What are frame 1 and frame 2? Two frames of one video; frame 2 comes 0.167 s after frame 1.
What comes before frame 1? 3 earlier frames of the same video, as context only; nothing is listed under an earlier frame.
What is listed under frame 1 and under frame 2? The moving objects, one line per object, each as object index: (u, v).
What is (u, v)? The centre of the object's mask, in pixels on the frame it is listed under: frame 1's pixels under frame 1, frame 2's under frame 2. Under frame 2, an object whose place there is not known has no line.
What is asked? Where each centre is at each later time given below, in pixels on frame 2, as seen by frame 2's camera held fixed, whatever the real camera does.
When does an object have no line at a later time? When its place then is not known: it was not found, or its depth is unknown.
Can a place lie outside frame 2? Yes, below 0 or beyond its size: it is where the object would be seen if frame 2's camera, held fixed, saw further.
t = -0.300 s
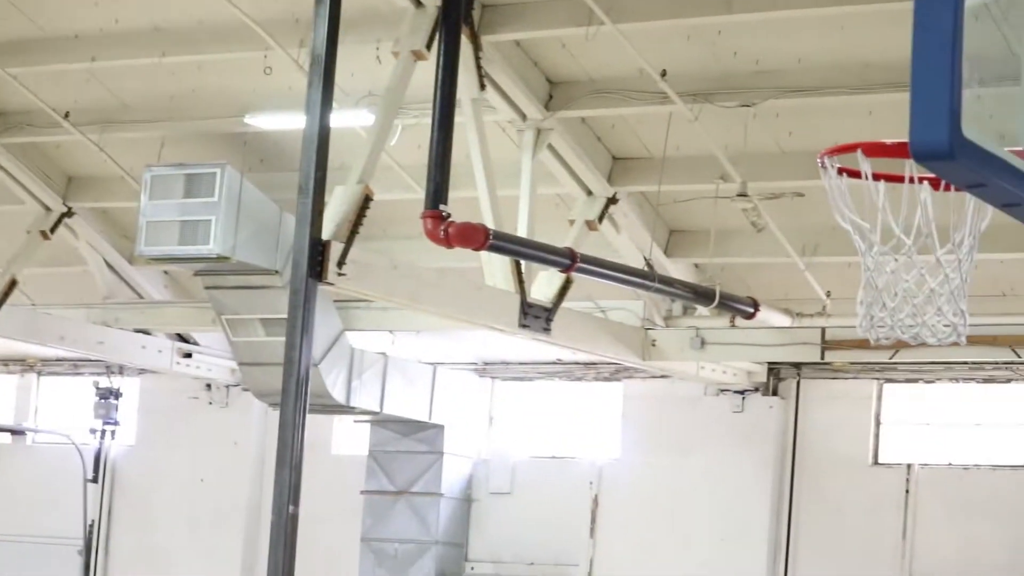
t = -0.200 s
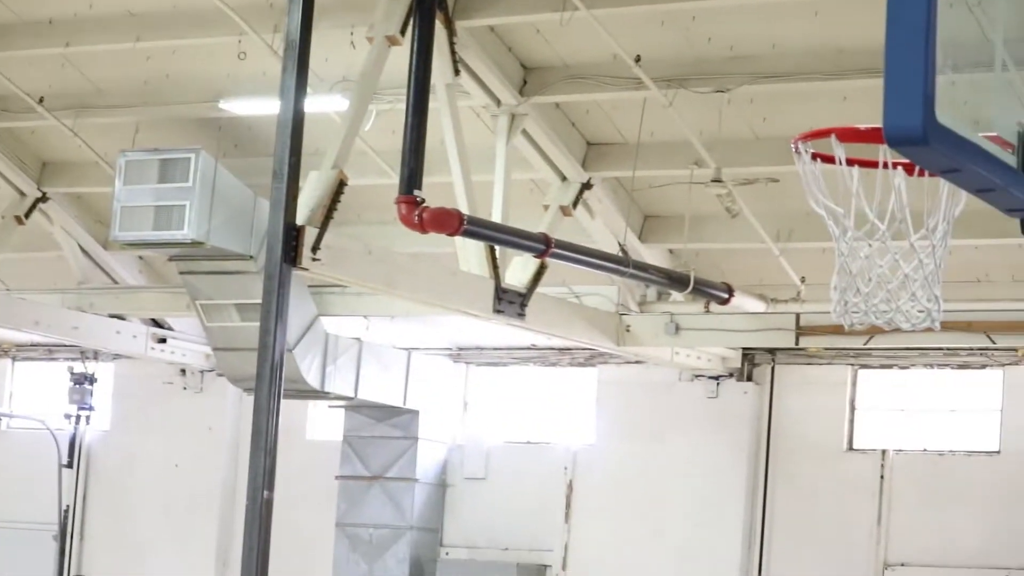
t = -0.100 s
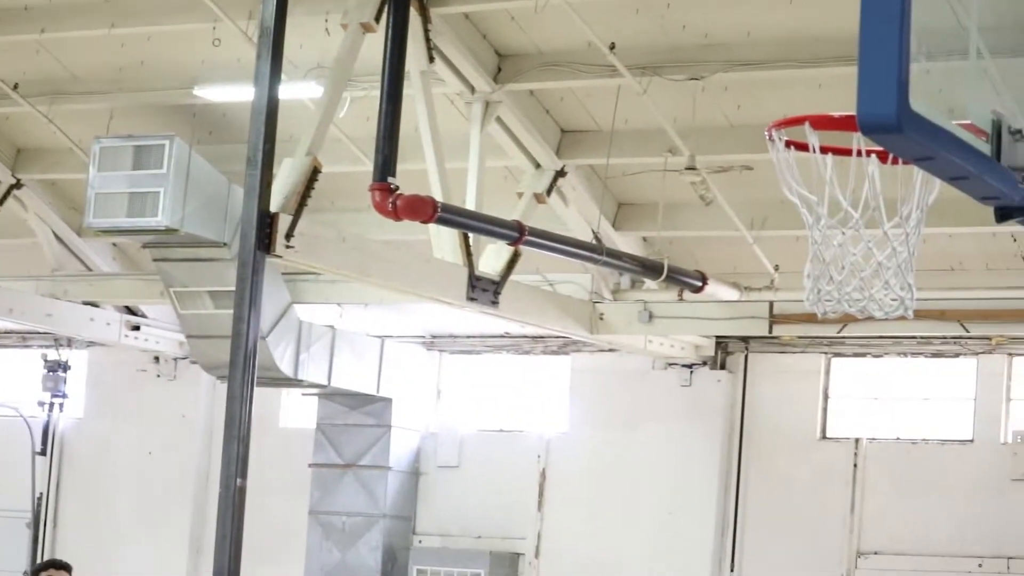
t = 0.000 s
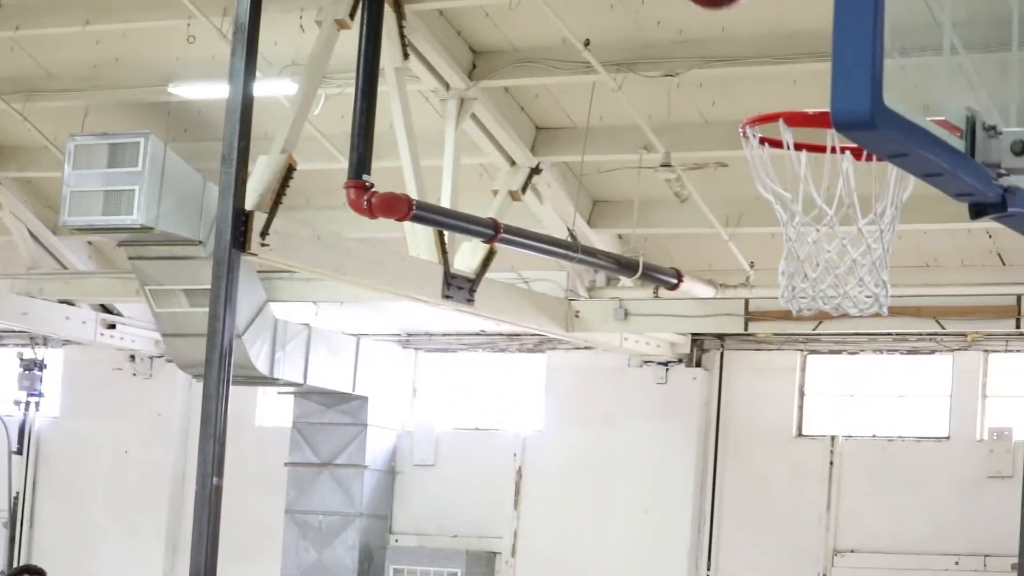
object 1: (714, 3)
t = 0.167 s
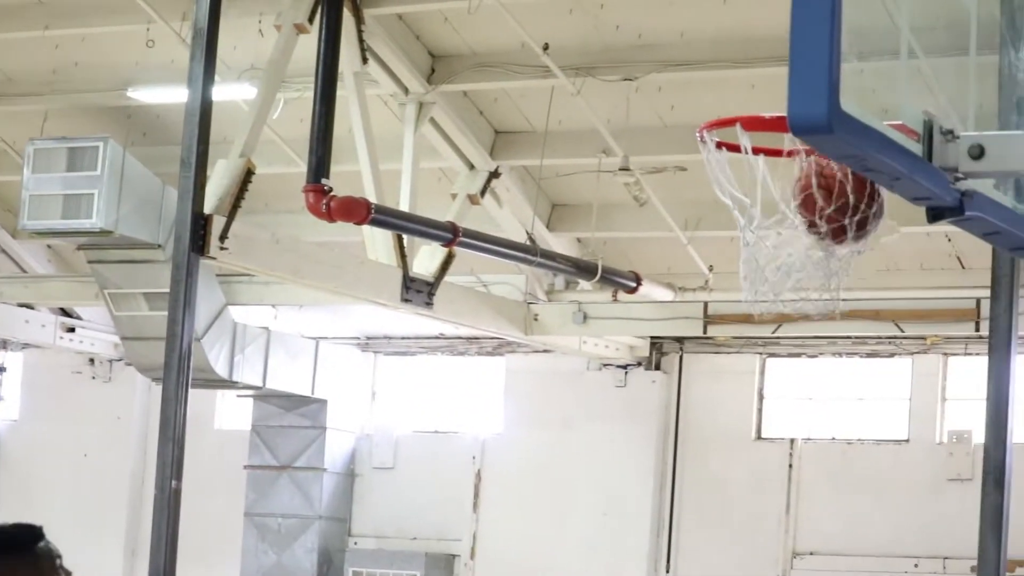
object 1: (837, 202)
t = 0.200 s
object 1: (858, 220)
